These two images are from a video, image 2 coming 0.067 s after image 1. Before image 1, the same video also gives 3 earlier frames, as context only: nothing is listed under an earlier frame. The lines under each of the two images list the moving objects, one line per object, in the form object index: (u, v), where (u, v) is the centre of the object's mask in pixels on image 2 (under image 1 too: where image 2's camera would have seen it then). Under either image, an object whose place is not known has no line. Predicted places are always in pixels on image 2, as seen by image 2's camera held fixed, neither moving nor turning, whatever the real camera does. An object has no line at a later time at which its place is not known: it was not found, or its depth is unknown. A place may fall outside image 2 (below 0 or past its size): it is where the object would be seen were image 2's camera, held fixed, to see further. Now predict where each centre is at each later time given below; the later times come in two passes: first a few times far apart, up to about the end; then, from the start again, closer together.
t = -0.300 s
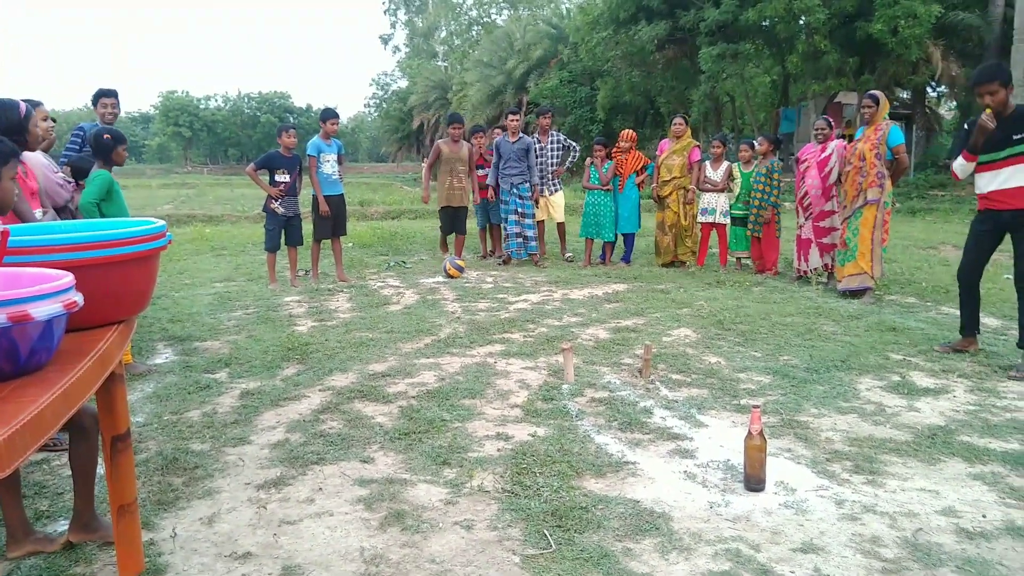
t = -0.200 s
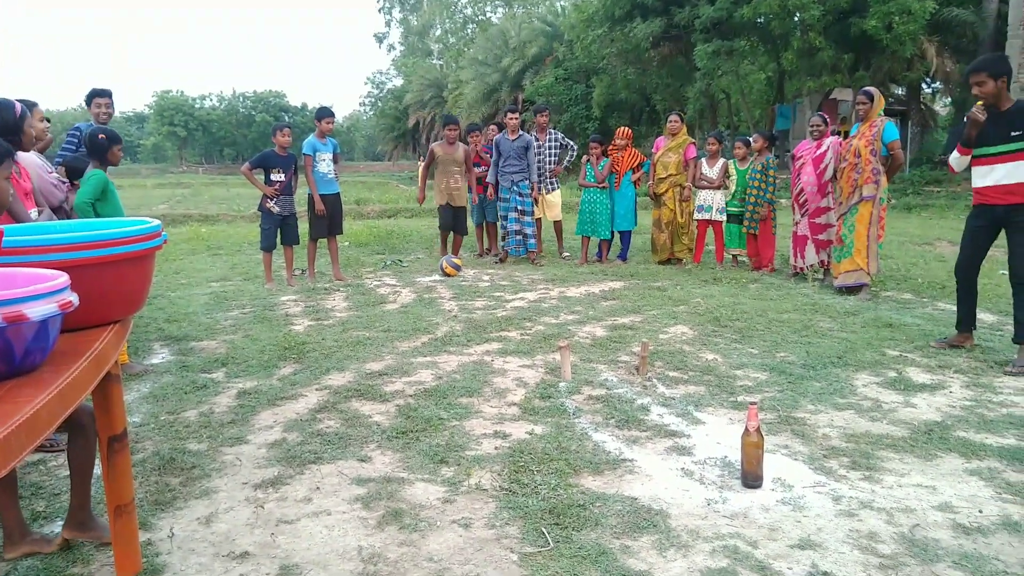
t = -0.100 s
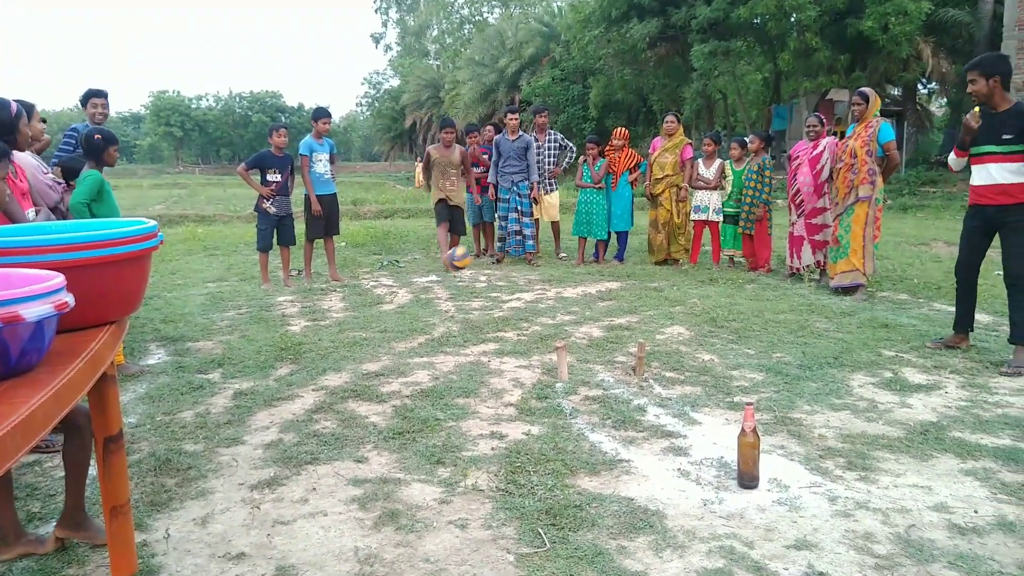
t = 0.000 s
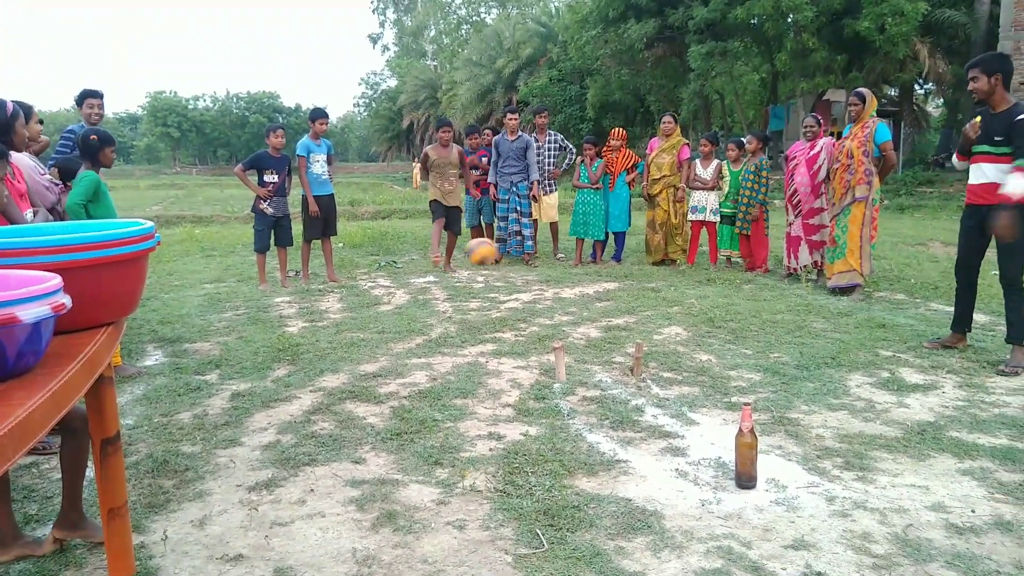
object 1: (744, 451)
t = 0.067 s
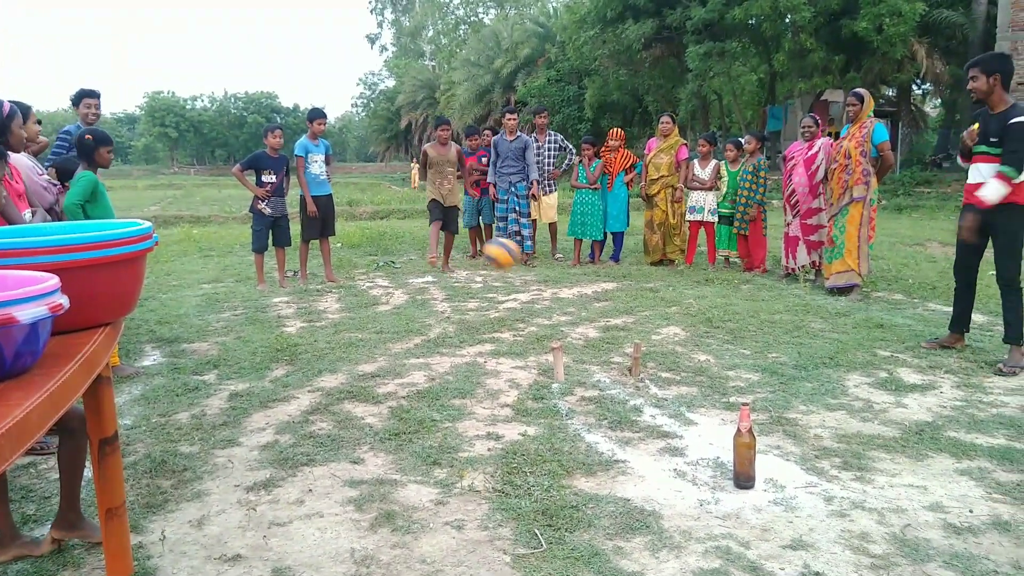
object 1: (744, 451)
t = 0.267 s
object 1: (744, 451)
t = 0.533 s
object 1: (839, 473)
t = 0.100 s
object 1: (744, 451)
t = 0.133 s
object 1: (744, 451)
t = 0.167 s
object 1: (744, 451)
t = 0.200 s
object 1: (744, 451)
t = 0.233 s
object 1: (744, 451)
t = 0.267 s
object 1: (744, 451)
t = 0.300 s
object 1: (744, 451)
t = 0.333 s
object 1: (745, 451)
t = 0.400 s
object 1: (773, 457)
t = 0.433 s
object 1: (792, 462)
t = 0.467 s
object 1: (806, 464)
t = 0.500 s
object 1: (825, 469)
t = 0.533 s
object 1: (839, 473)
